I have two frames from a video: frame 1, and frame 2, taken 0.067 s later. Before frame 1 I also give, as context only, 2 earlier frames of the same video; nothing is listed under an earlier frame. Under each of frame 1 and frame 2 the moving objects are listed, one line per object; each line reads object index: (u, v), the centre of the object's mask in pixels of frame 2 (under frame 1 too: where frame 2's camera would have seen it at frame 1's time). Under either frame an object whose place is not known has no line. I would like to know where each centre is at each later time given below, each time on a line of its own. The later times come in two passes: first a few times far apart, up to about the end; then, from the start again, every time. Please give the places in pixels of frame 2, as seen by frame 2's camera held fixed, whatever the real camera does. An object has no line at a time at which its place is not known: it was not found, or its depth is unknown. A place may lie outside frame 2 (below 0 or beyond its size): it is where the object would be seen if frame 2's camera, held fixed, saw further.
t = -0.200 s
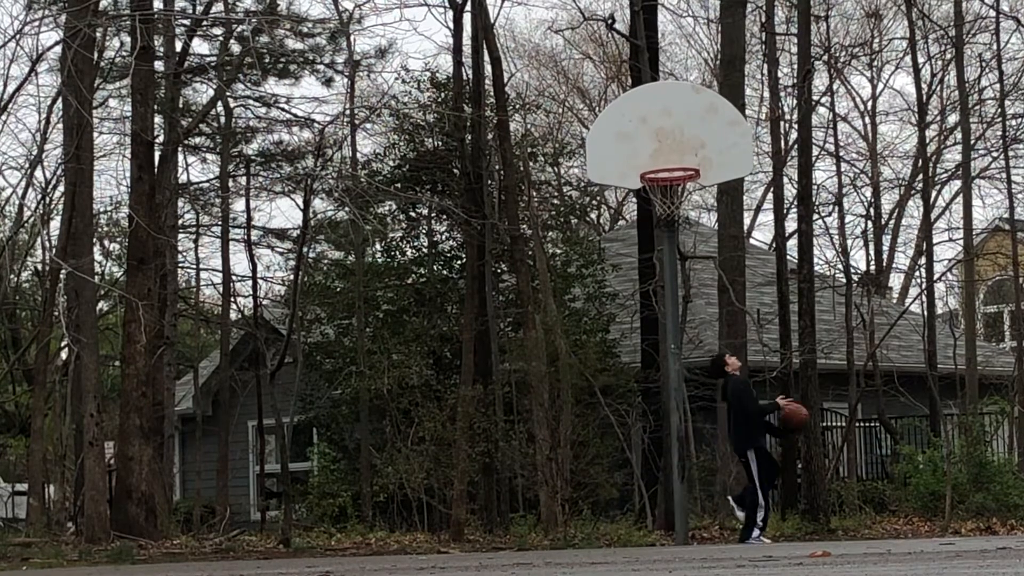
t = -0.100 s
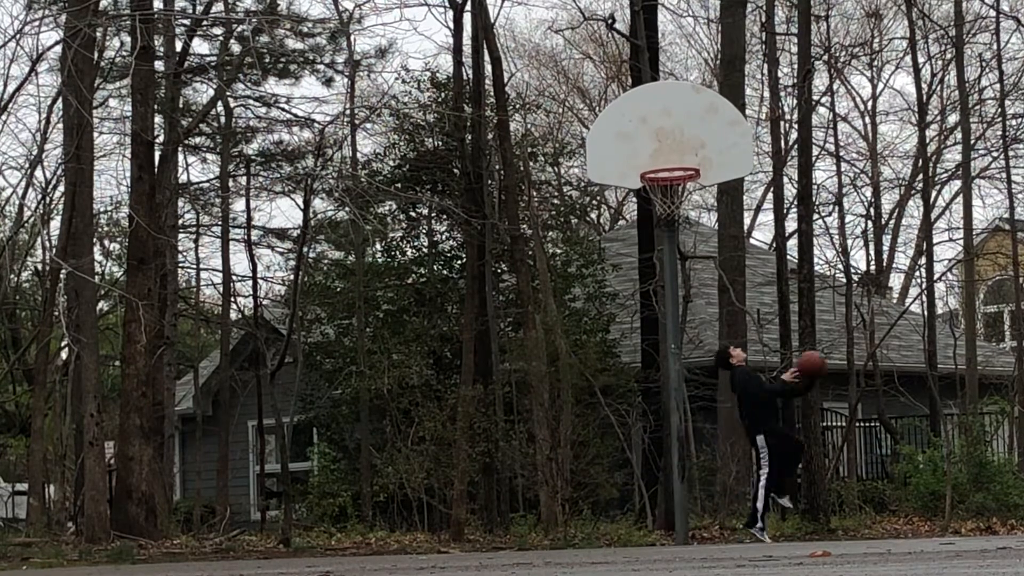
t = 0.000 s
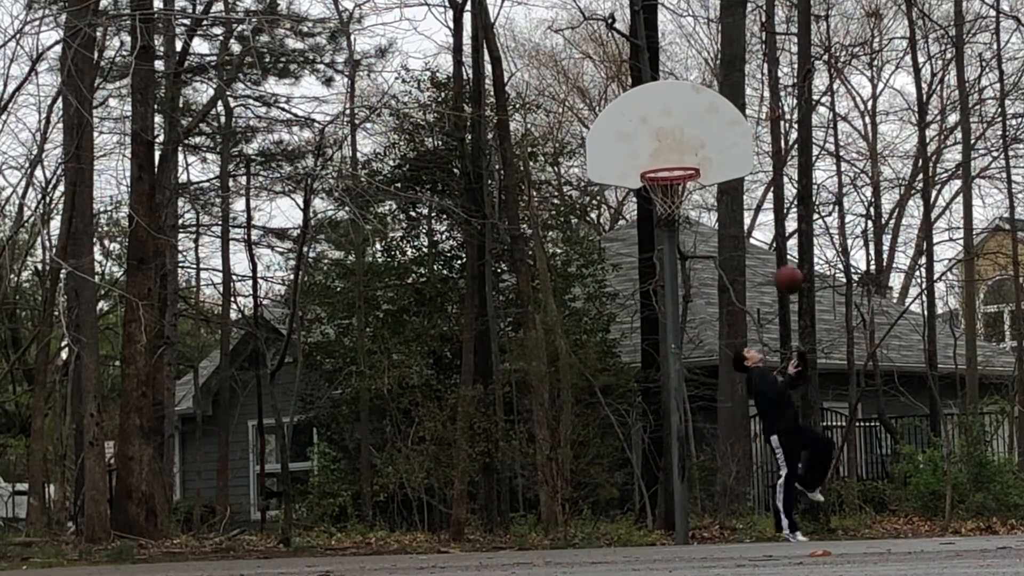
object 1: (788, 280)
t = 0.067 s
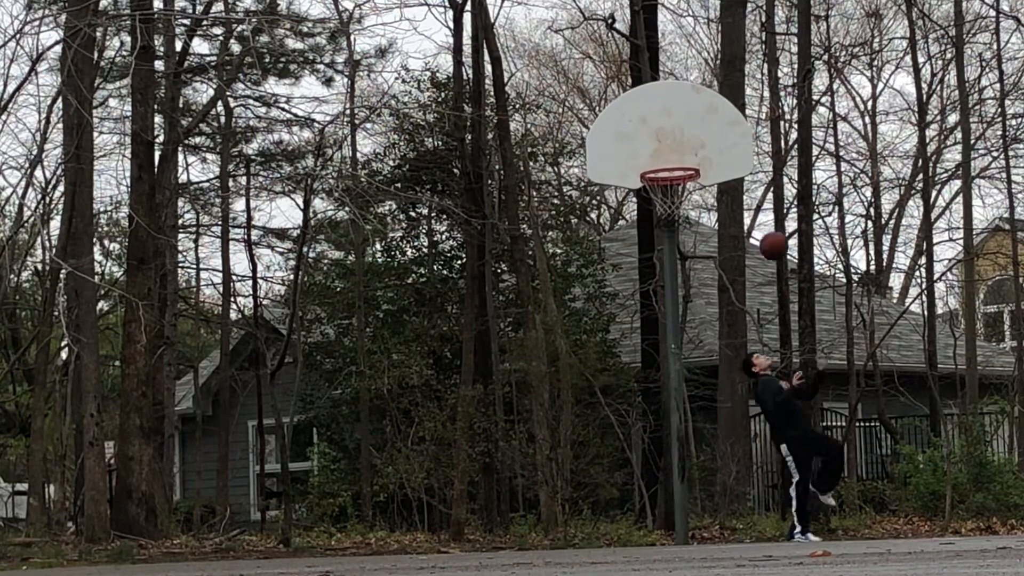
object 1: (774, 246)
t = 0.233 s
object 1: (739, 183)
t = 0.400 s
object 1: (706, 153)
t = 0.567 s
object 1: (676, 154)
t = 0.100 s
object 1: (766, 231)
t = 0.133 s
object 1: (760, 217)
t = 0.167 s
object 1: (753, 204)
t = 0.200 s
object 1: (745, 193)
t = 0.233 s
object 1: (739, 183)
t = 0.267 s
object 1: (732, 174)
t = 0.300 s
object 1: (726, 167)
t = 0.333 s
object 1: (719, 161)
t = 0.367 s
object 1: (713, 156)
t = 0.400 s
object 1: (706, 153)
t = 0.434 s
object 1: (700, 150)
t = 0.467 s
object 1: (694, 149)
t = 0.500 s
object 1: (688, 150)
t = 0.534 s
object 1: (682, 151)
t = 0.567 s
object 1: (676, 154)
